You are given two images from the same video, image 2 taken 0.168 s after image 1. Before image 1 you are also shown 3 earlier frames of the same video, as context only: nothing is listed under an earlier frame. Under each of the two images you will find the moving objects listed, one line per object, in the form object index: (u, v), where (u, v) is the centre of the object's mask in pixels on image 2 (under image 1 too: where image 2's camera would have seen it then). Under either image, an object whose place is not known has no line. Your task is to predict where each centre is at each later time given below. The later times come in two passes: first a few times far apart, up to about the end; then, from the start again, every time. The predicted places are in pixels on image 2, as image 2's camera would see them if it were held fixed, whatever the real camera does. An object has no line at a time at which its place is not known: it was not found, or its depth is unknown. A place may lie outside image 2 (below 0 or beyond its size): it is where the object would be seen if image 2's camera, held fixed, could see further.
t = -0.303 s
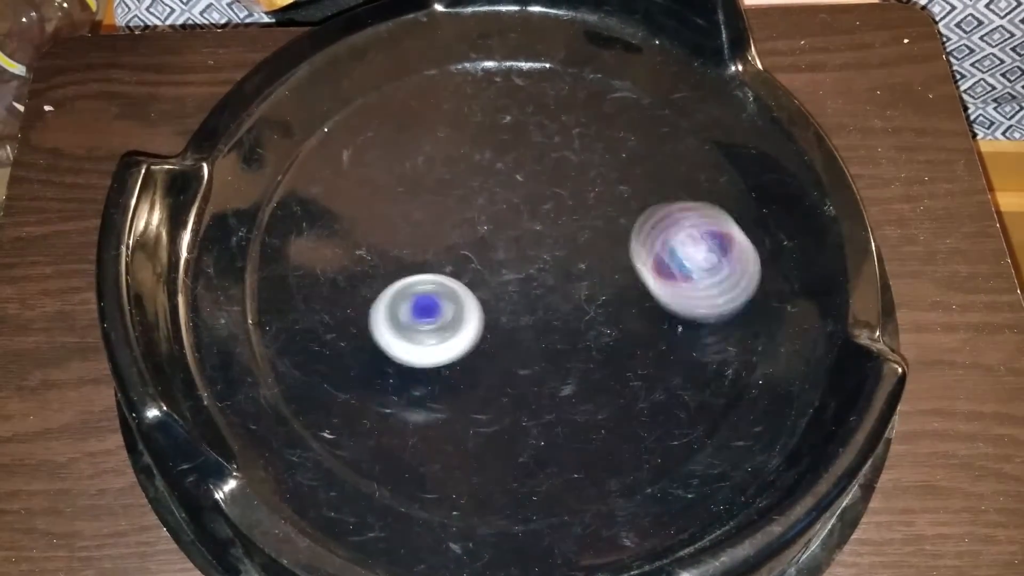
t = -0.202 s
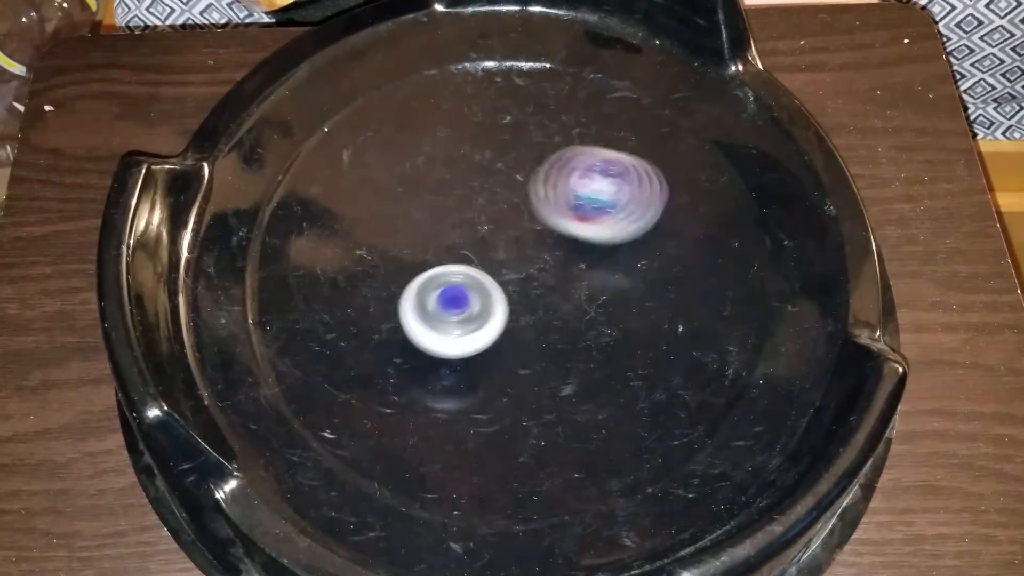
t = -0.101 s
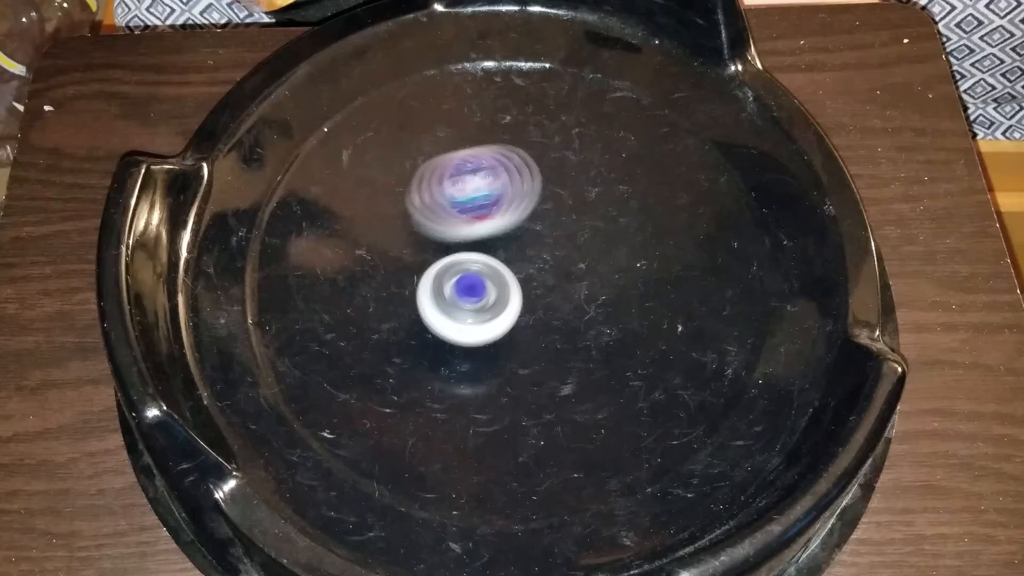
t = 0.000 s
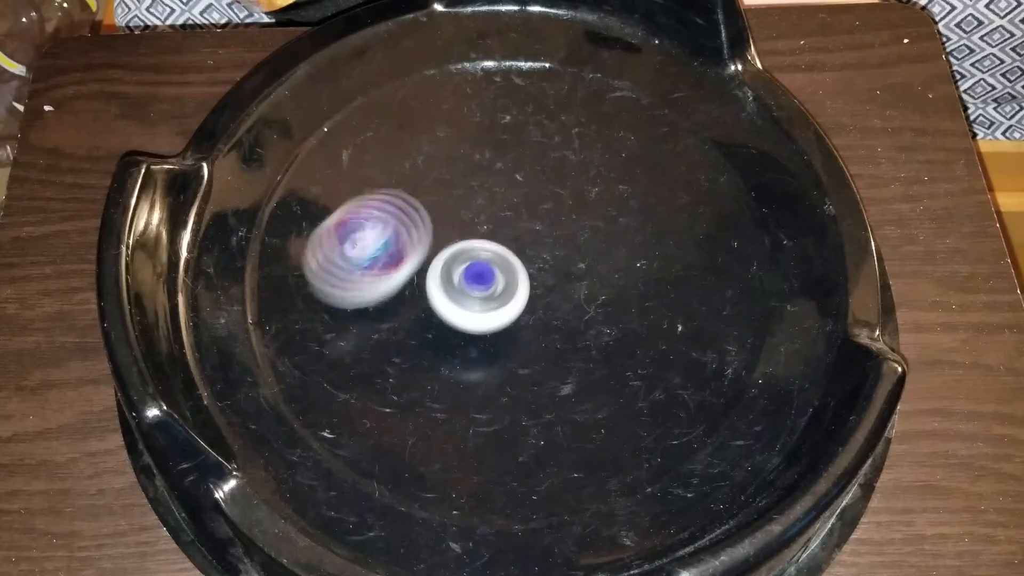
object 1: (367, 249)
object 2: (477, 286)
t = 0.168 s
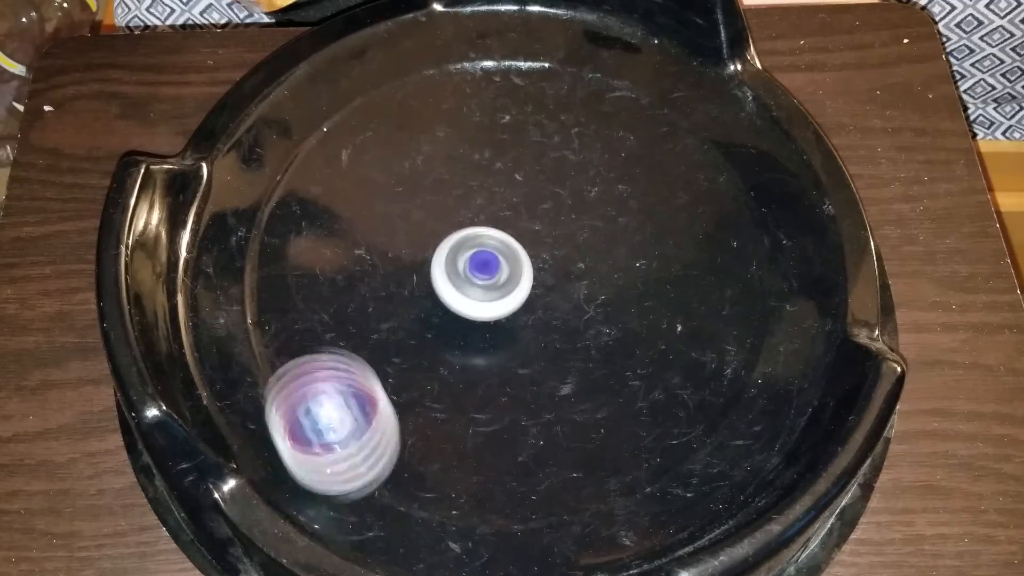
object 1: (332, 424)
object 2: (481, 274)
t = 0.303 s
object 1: (463, 505)
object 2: (473, 275)
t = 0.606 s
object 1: (595, 249)
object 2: (480, 244)
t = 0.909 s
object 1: (629, 53)
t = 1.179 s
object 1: (412, 113)
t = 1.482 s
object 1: (411, 379)
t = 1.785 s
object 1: (677, 397)
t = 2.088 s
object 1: (589, 190)
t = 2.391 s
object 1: (380, 200)
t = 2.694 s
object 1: (457, 385)
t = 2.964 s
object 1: (646, 322)
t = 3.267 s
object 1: (566, 177)
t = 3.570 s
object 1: (513, 247)
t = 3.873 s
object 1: (623, 232)
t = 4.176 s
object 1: (532, 286)
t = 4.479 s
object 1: (578, 368)
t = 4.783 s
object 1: (542, 331)
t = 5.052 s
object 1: (499, 325)
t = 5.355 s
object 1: (540, 370)
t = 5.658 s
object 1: (526, 323)
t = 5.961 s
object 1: (459, 304)
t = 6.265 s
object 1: (366, 300)
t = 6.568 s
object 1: (416, 276)
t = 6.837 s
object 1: (457, 309)
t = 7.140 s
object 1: (458, 350)
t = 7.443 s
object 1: (425, 320)
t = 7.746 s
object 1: (433, 284)
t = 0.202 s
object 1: (358, 456)
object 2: (480, 275)
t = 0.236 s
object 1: (392, 482)
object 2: (478, 276)
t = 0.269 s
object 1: (425, 499)
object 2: (475, 276)
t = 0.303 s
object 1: (463, 505)
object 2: (473, 275)
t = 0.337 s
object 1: (502, 500)
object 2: (471, 273)
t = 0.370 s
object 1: (538, 484)
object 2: (471, 270)
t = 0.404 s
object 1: (570, 457)
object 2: (471, 265)
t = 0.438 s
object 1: (594, 425)
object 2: (472, 260)
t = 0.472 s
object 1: (610, 390)
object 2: (474, 257)
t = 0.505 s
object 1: (618, 353)
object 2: (476, 254)
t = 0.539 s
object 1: (618, 317)
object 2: (478, 251)
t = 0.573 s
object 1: (610, 282)
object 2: (479, 248)
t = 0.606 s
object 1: (595, 249)
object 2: (480, 244)
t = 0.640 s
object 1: (601, 220)
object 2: (452, 236)
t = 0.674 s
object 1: (646, 195)
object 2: (385, 220)
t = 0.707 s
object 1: (680, 172)
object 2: (323, 204)
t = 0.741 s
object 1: (699, 152)
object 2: (269, 190)
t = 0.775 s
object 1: (699, 131)
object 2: (234, 179)
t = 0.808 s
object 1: (691, 113)
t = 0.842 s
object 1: (673, 92)
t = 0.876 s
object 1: (652, 72)
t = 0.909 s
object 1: (629, 53)
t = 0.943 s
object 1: (604, 43)
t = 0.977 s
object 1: (577, 36)
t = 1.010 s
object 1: (544, 37)
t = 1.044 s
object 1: (513, 40)
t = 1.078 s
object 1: (482, 50)
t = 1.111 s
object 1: (455, 66)
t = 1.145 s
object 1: (432, 88)
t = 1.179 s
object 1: (412, 113)
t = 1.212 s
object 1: (392, 140)
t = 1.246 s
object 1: (376, 170)
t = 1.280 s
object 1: (364, 200)
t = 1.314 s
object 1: (359, 231)
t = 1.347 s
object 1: (359, 262)
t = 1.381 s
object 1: (365, 294)
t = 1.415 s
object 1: (375, 324)
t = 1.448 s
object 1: (391, 353)
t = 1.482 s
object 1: (411, 379)
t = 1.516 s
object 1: (435, 402)
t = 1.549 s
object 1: (463, 422)
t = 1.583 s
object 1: (495, 438)
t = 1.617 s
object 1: (529, 449)
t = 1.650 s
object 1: (564, 452)
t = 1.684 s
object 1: (599, 449)
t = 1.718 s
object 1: (632, 438)
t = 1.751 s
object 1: (658, 420)
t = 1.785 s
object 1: (677, 397)
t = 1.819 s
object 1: (691, 369)
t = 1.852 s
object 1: (697, 340)
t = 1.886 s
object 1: (693, 311)
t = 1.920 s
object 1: (682, 284)
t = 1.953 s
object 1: (666, 260)
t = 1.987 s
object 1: (646, 238)
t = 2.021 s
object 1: (622, 220)
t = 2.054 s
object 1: (598, 207)
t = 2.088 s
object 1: (589, 190)
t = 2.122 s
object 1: (578, 176)
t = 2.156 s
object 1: (558, 166)
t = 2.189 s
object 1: (532, 158)
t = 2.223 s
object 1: (504, 154)
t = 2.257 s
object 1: (477, 154)
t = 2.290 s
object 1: (450, 159)
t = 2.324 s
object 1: (424, 169)
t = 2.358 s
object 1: (400, 183)
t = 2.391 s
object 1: (380, 200)
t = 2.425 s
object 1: (365, 220)
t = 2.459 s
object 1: (355, 244)
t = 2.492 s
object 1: (351, 269)
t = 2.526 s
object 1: (355, 296)
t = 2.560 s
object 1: (366, 320)
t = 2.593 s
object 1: (383, 342)
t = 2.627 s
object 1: (405, 362)
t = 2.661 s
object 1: (430, 377)
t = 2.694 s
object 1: (457, 385)
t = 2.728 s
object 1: (488, 386)
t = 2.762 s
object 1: (515, 382)
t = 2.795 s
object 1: (543, 372)
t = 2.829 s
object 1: (570, 367)
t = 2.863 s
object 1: (594, 367)
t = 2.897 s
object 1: (613, 358)
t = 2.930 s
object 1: (631, 342)
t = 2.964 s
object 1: (646, 322)
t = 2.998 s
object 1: (656, 300)
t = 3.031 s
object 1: (659, 278)
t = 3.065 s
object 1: (655, 256)
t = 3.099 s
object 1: (647, 235)
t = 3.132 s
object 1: (633, 216)
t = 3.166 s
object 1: (615, 201)
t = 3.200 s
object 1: (594, 190)
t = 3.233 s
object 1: (575, 183)
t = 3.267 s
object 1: (566, 177)
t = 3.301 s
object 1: (552, 175)
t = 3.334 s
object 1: (530, 177)
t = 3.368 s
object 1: (513, 179)
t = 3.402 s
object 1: (505, 184)
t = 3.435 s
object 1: (497, 192)
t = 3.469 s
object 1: (489, 205)
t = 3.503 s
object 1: (488, 220)
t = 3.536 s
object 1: (500, 234)
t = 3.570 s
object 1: (513, 247)
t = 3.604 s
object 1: (529, 258)
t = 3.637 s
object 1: (547, 266)
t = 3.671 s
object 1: (565, 269)
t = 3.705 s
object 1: (583, 271)
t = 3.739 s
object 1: (599, 268)
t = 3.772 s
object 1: (612, 262)
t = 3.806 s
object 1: (622, 253)
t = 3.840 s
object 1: (627, 243)
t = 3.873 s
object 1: (623, 232)
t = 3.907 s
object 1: (613, 224)
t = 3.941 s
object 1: (598, 221)
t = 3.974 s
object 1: (580, 223)
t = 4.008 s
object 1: (560, 230)
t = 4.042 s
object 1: (545, 237)
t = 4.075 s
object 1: (541, 241)
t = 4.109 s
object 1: (537, 253)
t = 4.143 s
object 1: (534, 269)
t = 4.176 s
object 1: (532, 286)
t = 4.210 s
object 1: (531, 301)
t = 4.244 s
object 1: (532, 316)
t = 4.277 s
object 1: (535, 331)
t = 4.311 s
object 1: (540, 346)
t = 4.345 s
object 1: (546, 357)
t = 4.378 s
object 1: (556, 366)
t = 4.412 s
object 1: (566, 371)
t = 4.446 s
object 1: (574, 371)
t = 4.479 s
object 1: (578, 368)
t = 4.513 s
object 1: (579, 363)
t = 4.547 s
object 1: (578, 355)
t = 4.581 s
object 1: (573, 345)
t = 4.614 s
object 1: (567, 336)
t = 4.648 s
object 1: (561, 328)
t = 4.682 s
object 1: (552, 322)
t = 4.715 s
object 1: (545, 323)
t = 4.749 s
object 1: (544, 328)
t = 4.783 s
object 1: (542, 331)
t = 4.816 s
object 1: (539, 333)
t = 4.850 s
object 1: (536, 333)
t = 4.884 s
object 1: (531, 332)
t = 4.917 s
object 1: (527, 330)
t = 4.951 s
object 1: (520, 329)
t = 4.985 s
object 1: (514, 326)
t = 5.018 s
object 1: (507, 323)
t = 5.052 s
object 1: (499, 325)
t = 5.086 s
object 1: (496, 337)
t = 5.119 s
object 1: (497, 349)
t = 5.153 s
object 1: (500, 362)
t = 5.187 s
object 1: (503, 371)
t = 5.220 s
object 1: (511, 381)
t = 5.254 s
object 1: (519, 385)
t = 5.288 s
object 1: (528, 385)
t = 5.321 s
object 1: (536, 380)
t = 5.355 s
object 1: (540, 370)
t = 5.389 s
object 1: (540, 358)
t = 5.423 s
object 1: (538, 345)
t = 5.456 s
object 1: (533, 334)
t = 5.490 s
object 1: (531, 329)
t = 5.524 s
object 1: (530, 325)
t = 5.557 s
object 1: (529, 324)
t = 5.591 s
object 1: (528, 325)
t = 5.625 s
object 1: (528, 324)
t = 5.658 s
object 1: (526, 323)
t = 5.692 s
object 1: (524, 320)
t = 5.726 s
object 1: (522, 316)
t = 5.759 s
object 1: (518, 312)
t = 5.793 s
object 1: (513, 309)
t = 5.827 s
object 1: (504, 307)
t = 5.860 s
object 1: (492, 304)
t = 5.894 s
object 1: (480, 303)
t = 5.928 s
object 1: (470, 304)
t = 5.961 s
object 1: (459, 304)
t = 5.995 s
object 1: (449, 303)
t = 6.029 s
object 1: (440, 301)
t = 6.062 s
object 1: (426, 301)
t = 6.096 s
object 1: (407, 303)
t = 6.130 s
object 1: (395, 305)
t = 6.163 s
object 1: (387, 305)
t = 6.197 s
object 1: (380, 304)
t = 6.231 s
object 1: (372, 303)
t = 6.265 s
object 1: (366, 300)
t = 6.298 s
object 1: (364, 298)
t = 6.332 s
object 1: (366, 296)
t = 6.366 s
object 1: (369, 294)
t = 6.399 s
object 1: (374, 290)
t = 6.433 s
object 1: (382, 285)
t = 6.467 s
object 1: (390, 283)
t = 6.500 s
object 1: (397, 280)
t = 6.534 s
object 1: (405, 278)
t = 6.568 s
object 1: (416, 276)
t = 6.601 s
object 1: (426, 276)
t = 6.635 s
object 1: (433, 278)
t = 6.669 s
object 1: (432, 284)
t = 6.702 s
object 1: (430, 287)
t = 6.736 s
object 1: (434, 288)
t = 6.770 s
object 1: (442, 292)
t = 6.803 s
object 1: (451, 301)
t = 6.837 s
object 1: (457, 309)
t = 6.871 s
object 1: (459, 315)
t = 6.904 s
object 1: (462, 318)
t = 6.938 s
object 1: (455, 323)
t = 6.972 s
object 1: (441, 329)
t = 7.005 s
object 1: (434, 338)
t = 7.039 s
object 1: (435, 339)
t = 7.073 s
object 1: (443, 345)
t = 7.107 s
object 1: (454, 347)
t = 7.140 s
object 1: (458, 350)
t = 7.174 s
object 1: (448, 349)
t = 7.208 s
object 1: (439, 346)
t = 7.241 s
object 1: (431, 344)
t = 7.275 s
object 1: (425, 342)
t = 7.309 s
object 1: (424, 339)
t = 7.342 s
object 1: (424, 336)
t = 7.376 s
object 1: (425, 332)
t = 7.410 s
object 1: (428, 329)
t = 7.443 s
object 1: (425, 320)
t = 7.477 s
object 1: (418, 314)
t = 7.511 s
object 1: (416, 310)
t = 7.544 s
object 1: (418, 306)
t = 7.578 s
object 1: (419, 303)
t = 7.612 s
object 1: (417, 299)
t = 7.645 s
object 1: (417, 295)
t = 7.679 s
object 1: (421, 291)
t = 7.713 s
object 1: (426, 288)
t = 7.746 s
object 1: (433, 284)
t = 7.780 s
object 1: (441, 280)
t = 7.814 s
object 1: (451, 277)
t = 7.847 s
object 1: (461, 277)
